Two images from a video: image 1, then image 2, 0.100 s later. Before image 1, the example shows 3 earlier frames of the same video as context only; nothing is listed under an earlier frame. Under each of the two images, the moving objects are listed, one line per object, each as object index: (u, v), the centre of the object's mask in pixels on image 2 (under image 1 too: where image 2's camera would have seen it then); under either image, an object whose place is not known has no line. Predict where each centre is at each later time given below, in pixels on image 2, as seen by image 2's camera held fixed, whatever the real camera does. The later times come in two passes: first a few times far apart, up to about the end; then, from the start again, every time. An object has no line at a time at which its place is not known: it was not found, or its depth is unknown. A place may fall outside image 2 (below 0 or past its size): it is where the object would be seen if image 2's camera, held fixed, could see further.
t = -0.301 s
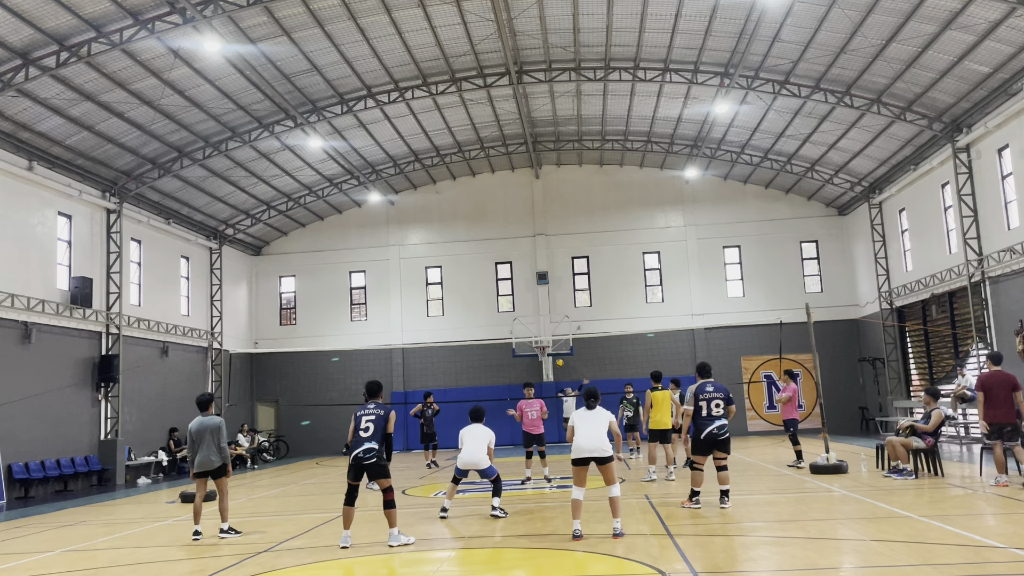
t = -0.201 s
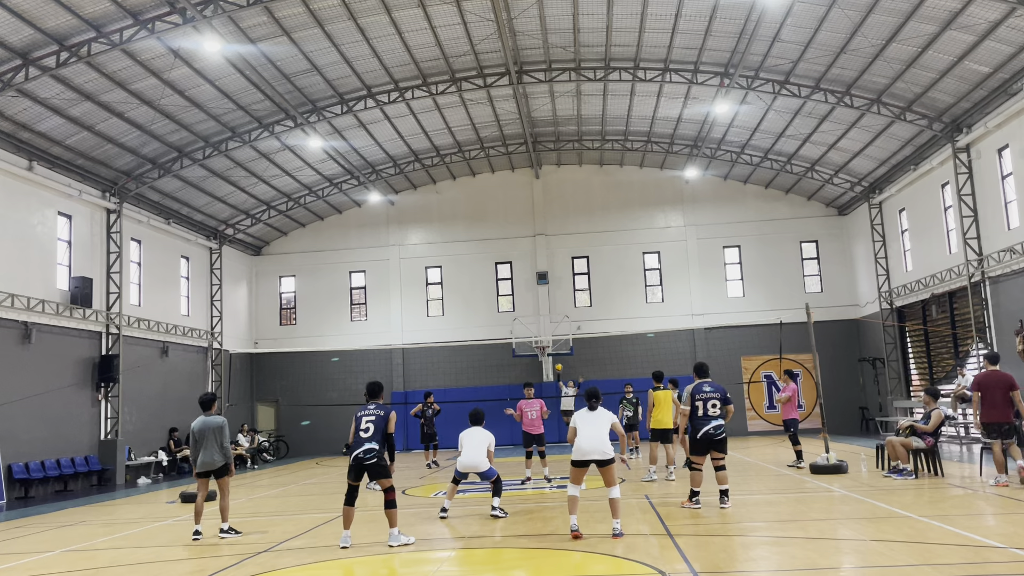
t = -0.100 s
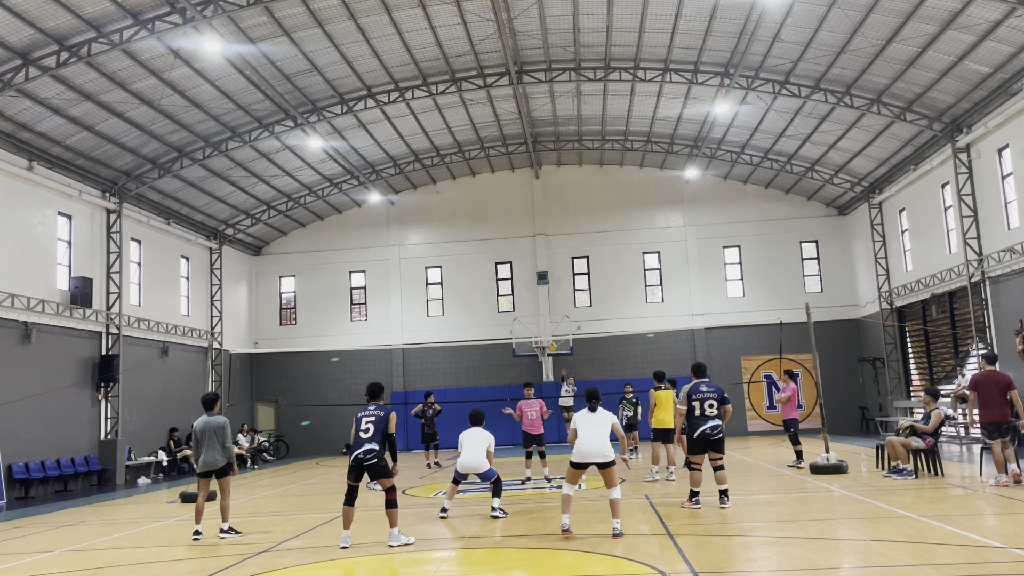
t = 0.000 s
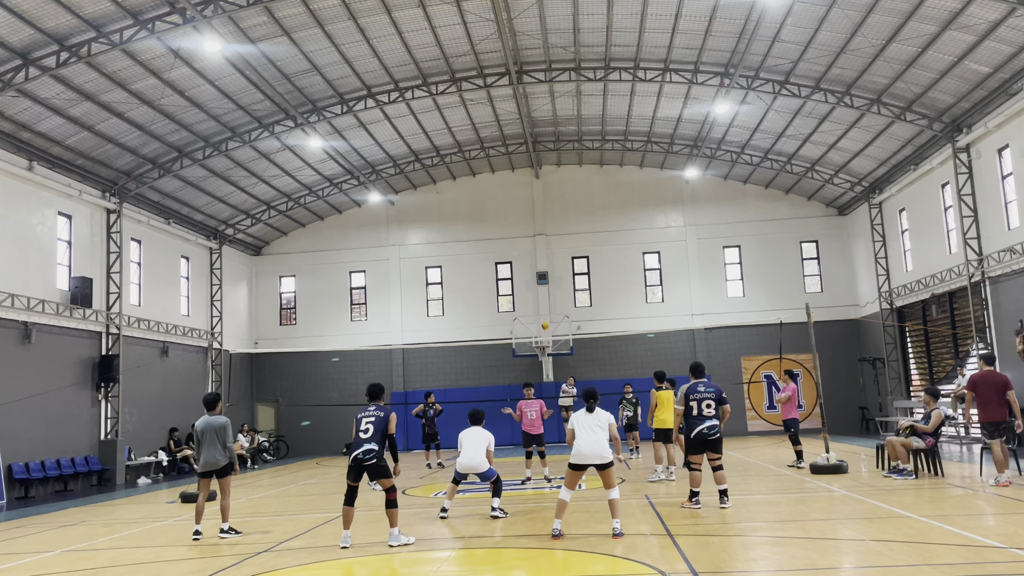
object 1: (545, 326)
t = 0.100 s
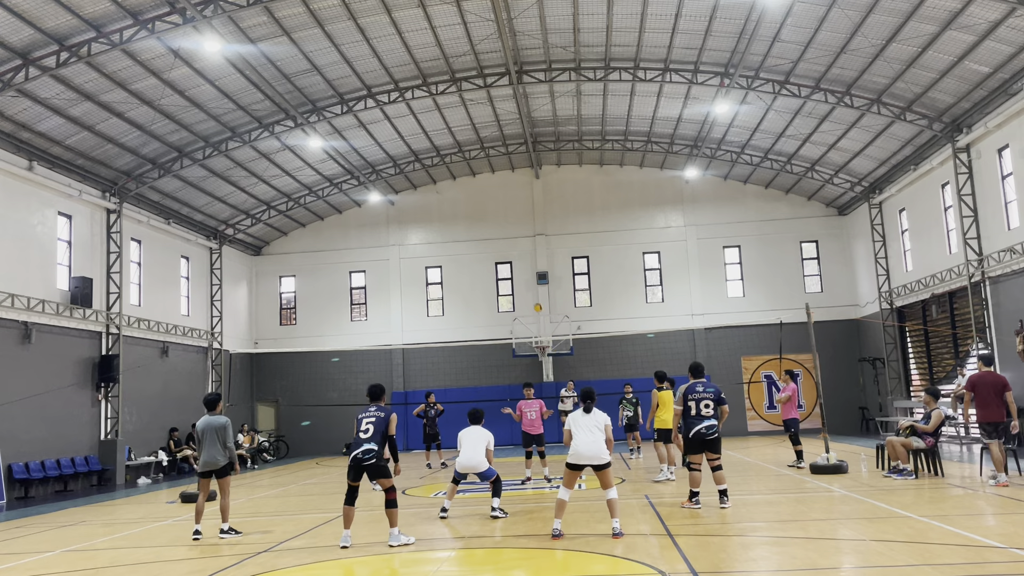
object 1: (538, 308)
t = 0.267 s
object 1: (525, 282)
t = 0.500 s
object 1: (504, 265)
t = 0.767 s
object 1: (476, 290)
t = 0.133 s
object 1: (535, 302)
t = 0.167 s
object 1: (533, 296)
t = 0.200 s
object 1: (531, 291)
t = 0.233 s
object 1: (528, 286)
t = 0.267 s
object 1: (525, 282)
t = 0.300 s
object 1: (522, 278)
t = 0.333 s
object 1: (519, 275)
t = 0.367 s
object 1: (516, 272)
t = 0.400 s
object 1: (513, 269)
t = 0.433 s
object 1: (510, 267)
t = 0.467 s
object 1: (507, 266)
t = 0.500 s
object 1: (504, 265)
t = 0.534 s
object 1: (500, 265)
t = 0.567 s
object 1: (496, 266)
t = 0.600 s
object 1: (493, 268)
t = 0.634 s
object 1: (490, 270)
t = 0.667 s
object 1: (487, 274)
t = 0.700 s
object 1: (483, 278)
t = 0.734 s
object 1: (480, 283)
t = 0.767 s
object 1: (476, 290)
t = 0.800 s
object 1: (472, 297)
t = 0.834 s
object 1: (468, 306)
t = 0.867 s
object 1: (464, 316)
